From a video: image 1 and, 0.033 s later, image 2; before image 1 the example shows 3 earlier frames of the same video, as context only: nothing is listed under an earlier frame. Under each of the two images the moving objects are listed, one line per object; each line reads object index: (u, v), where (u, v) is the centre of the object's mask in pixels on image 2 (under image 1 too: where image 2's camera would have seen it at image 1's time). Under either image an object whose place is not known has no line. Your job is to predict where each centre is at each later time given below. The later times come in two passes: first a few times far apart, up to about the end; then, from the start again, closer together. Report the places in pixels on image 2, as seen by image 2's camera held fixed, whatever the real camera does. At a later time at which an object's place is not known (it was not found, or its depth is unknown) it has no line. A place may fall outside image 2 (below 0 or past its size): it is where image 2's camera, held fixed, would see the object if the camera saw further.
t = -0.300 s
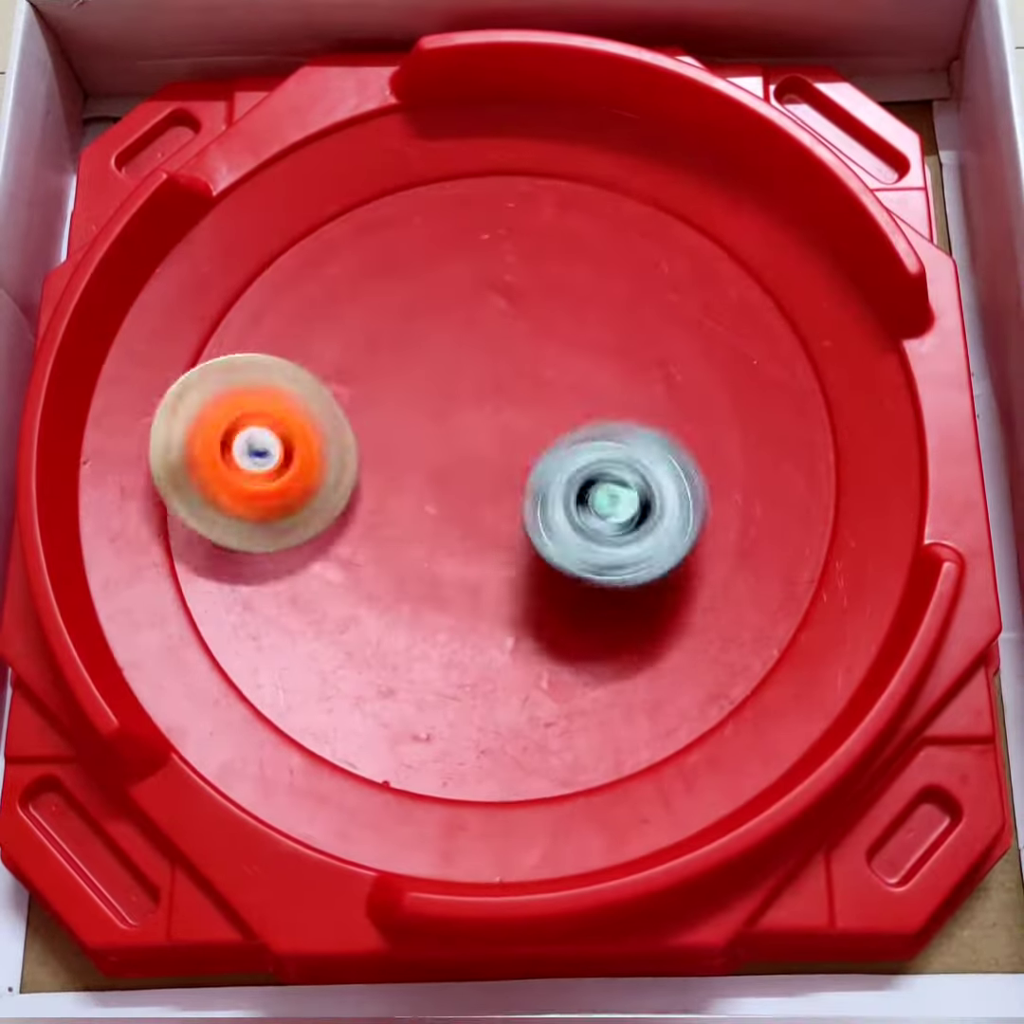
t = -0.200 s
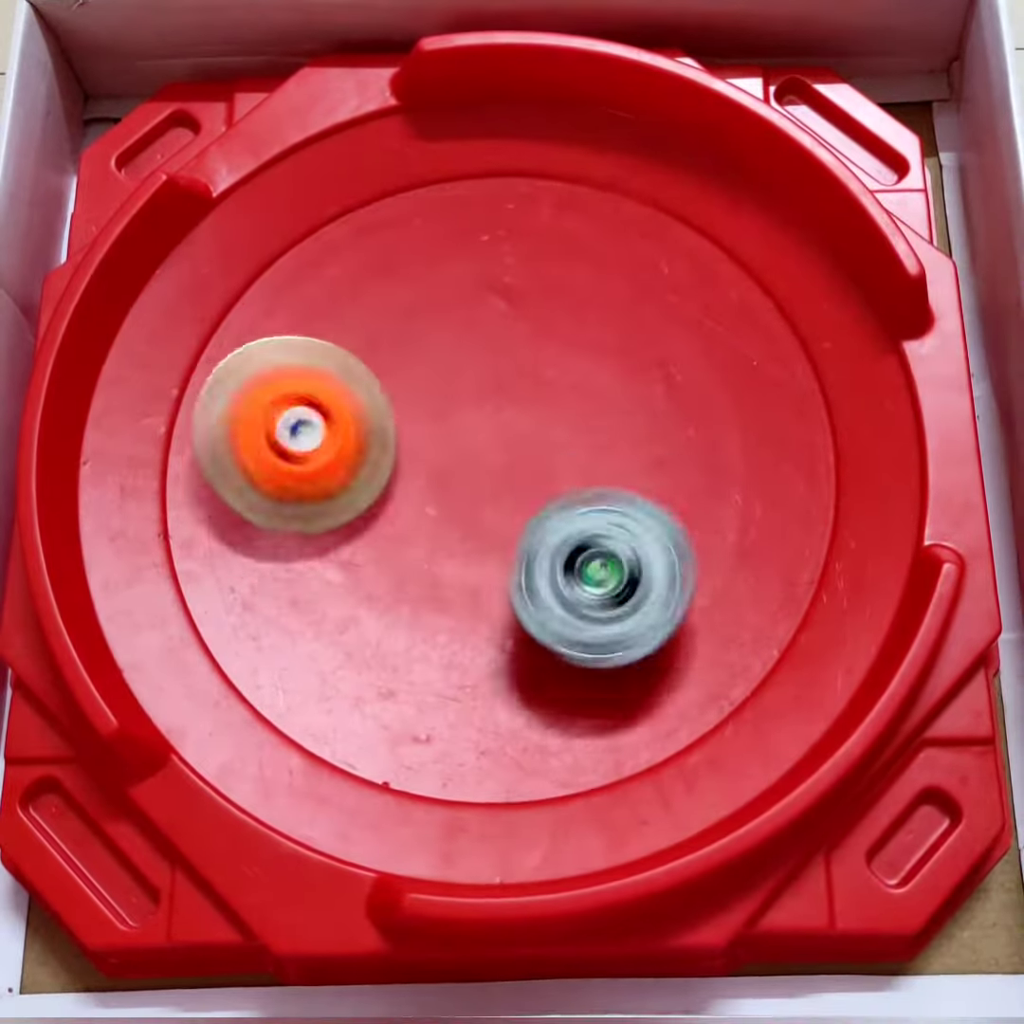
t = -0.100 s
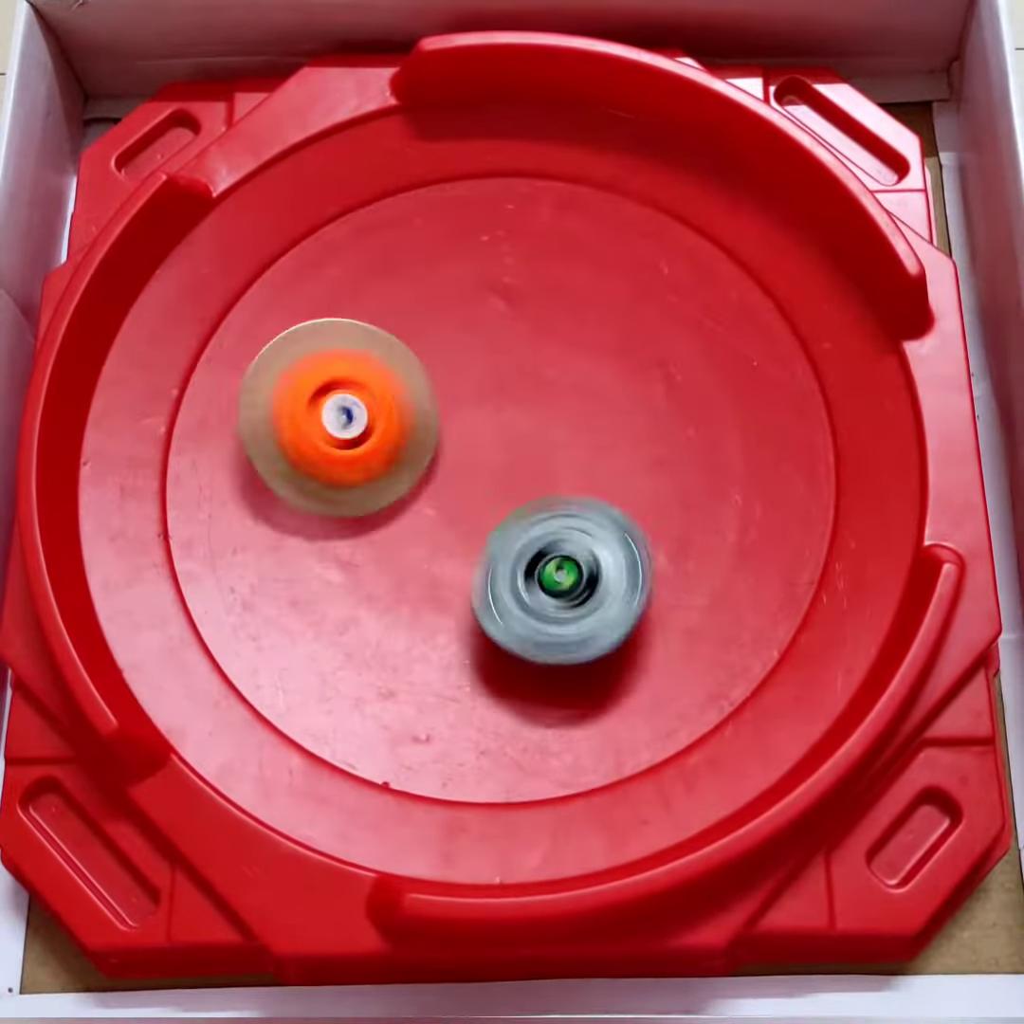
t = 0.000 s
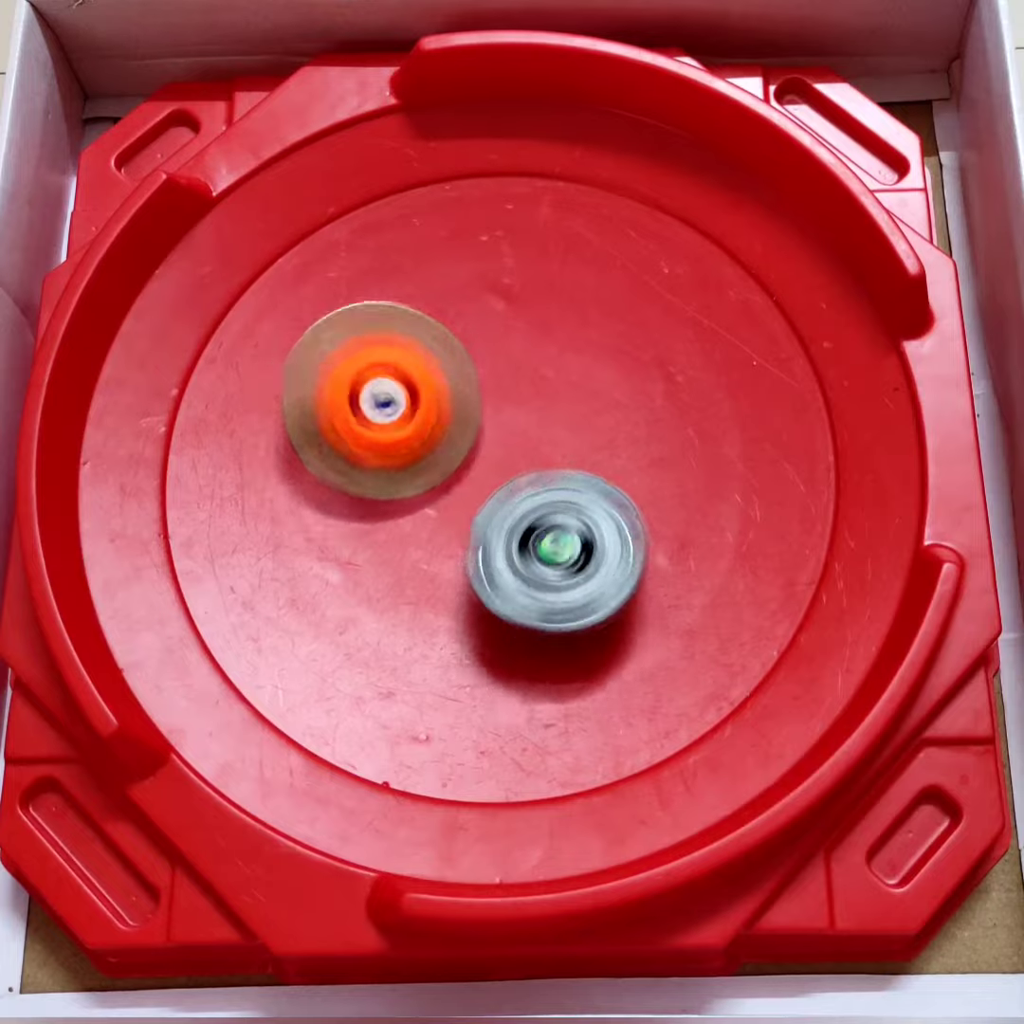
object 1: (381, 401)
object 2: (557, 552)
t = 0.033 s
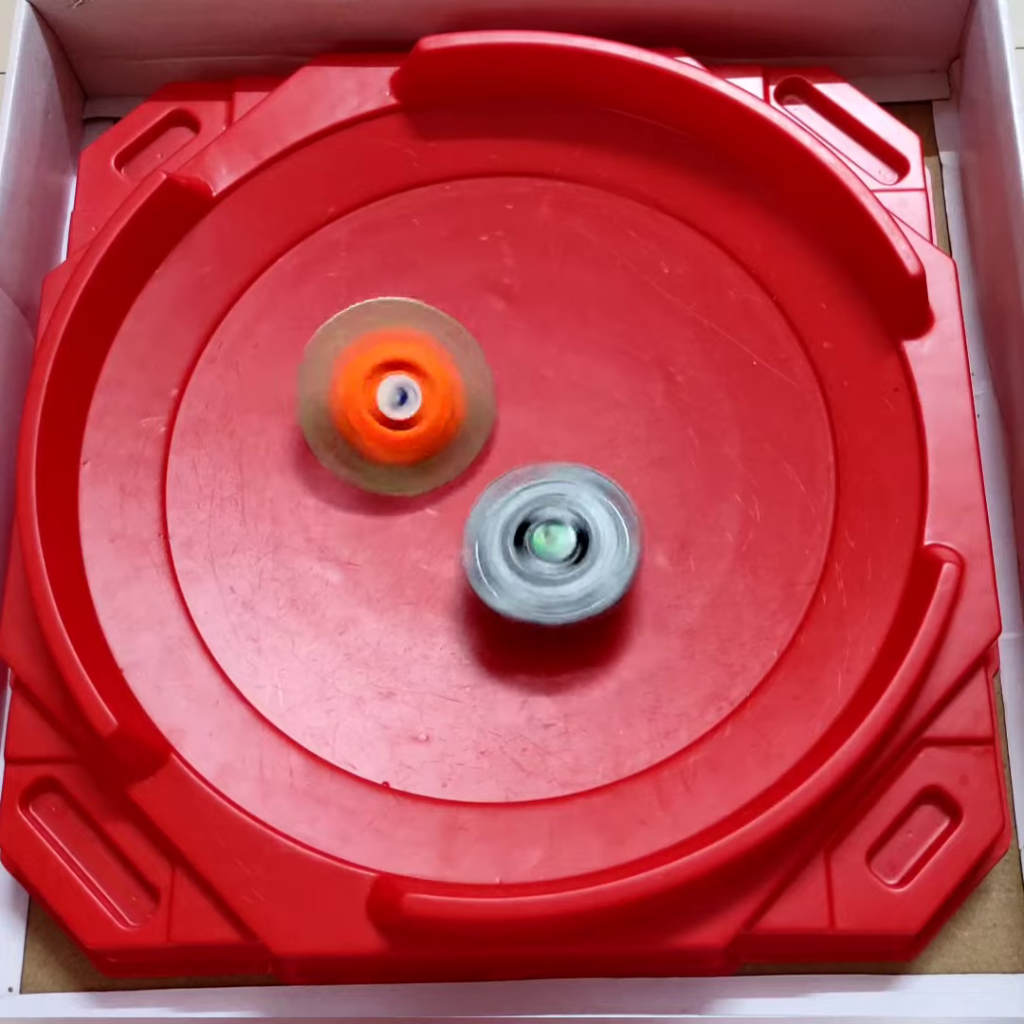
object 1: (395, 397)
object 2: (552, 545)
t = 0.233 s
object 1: (476, 371)
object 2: (537, 517)
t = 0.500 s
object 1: (594, 367)
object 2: (497, 485)
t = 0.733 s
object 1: (651, 413)
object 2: (472, 471)
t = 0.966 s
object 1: (687, 468)
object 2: (462, 463)
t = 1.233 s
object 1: (689, 537)
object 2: (464, 450)
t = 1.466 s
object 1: (655, 592)
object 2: (480, 444)
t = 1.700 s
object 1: (592, 628)
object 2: (505, 446)
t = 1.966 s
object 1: (506, 637)
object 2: (523, 456)
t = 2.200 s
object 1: (428, 613)
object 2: (538, 457)
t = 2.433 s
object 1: (375, 561)
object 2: (525, 473)
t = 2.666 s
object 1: (362, 489)
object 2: (529, 490)
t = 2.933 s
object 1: (402, 413)
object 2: (536, 492)
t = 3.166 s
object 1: (466, 366)
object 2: (531, 504)
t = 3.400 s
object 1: (533, 350)
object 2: (524, 505)
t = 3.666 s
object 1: (608, 363)
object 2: (512, 497)
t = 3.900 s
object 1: (655, 399)
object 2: (497, 480)
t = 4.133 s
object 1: (673, 450)
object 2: (498, 462)
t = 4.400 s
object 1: (658, 516)
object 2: (503, 442)
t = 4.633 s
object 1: (604, 560)
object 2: (496, 413)
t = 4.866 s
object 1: (523, 568)
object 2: (491, 401)
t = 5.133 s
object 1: (443, 540)
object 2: (507, 396)
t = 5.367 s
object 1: (349, 460)
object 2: (662, 375)
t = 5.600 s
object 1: (304, 497)
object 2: (584, 355)
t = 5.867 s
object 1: (379, 531)
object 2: (676, 547)
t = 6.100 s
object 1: (434, 514)
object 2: (654, 547)
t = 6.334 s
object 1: (441, 456)
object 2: (657, 536)
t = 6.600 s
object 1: (423, 488)
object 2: (655, 539)
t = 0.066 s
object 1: (408, 393)
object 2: (548, 538)
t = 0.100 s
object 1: (423, 389)
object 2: (547, 534)
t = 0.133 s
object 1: (437, 384)
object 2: (543, 528)
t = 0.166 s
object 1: (449, 380)
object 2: (542, 525)
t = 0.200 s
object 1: (462, 376)
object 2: (538, 519)
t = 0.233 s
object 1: (476, 371)
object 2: (537, 517)
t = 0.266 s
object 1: (489, 366)
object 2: (533, 512)
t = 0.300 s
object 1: (502, 364)
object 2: (532, 509)
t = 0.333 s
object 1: (516, 361)
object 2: (527, 505)
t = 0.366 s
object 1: (542, 357)
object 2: (521, 497)
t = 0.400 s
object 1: (554, 357)
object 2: (519, 493)
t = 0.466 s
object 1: (582, 361)
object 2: (506, 489)
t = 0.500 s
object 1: (594, 367)
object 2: (497, 485)
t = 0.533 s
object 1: (605, 373)
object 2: (493, 481)
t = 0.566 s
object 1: (614, 380)
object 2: (486, 481)
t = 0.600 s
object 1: (624, 385)
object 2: (483, 476)
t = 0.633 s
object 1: (631, 392)
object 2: (480, 476)
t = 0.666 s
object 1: (638, 399)
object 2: (477, 472)
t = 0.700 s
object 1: (645, 406)
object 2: (475, 474)
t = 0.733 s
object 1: (651, 413)
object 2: (472, 471)
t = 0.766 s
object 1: (657, 420)
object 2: (472, 471)
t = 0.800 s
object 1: (664, 428)
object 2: (468, 470)
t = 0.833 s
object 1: (669, 435)
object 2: (469, 470)
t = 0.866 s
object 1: (675, 443)
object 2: (464, 469)
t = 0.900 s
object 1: (680, 450)
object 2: (465, 467)
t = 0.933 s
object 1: (684, 459)
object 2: (461, 467)
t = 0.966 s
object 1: (687, 468)
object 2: (462, 463)
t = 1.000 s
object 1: (690, 476)
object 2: (460, 463)
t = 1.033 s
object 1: (691, 484)
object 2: (459, 458)
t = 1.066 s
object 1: (693, 494)
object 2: (460, 459)
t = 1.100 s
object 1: (694, 503)
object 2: (459, 455)
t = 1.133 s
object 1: (694, 511)
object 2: (462, 454)
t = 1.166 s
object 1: (693, 520)
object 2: (460, 452)
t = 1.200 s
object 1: (691, 529)
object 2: (465, 450)
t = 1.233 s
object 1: (689, 537)
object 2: (464, 450)
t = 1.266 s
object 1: (686, 546)
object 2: (467, 446)
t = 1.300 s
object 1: (682, 554)
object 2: (469, 448)
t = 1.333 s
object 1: (678, 562)
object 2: (470, 444)
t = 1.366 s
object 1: (673, 570)
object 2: (473, 447)
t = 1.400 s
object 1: (667, 577)
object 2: (473, 444)
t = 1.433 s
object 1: (661, 585)
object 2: (480, 444)
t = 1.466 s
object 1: (655, 592)
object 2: (480, 444)
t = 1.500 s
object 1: (647, 599)
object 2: (486, 444)
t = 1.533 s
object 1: (638, 604)
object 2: (487, 446)
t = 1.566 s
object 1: (631, 611)
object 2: (492, 444)
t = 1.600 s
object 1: (621, 616)
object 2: (496, 447)
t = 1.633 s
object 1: (612, 620)
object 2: (498, 444)
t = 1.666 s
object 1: (602, 624)
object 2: (505, 447)
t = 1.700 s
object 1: (592, 628)
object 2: (505, 446)
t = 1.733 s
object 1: (582, 631)
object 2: (512, 447)
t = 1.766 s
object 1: (571, 633)
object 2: (510, 449)
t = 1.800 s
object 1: (561, 636)
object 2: (515, 447)
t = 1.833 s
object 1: (549, 637)
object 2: (516, 451)
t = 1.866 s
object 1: (538, 637)
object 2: (518, 450)
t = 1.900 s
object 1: (527, 639)
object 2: (520, 454)
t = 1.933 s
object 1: (516, 637)
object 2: (519, 454)
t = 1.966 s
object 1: (506, 637)
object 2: (523, 456)
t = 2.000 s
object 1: (494, 632)
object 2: (521, 460)
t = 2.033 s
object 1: (484, 630)
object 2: (524, 461)
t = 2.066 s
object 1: (472, 629)
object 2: (523, 466)
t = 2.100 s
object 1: (460, 625)
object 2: (524, 462)
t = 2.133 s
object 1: (447, 624)
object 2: (532, 458)
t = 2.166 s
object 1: (438, 618)
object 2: (534, 455)
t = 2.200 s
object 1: (428, 613)
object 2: (538, 457)
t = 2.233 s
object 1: (418, 609)
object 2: (536, 462)
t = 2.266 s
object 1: (411, 601)
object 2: (536, 463)
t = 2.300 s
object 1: (403, 594)
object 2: (534, 468)
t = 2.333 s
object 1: (396, 586)
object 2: (529, 469)
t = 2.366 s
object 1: (389, 578)
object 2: (530, 471)
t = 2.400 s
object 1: (381, 571)
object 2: (525, 473)
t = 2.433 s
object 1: (375, 561)
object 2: (525, 473)
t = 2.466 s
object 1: (369, 551)
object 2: (524, 477)
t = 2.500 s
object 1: (364, 542)
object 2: (523, 478)
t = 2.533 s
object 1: (360, 532)
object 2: (523, 482)
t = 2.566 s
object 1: (358, 521)
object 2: (522, 485)
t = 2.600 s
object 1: (359, 509)
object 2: (527, 487)
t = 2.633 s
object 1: (360, 499)
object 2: (528, 493)
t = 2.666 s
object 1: (362, 489)
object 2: (529, 490)
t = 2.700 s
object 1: (365, 478)
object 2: (533, 492)
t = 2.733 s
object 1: (368, 469)
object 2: (531, 494)
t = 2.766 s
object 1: (372, 459)
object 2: (534, 492)
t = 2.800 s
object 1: (378, 450)
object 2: (535, 496)
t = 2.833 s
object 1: (382, 441)
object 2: (534, 495)
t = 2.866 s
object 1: (387, 432)
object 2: (537, 493)
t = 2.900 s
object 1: (394, 421)
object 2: (536, 496)
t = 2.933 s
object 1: (402, 413)
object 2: (536, 492)
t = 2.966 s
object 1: (410, 404)
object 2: (540, 495)
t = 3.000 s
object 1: (419, 395)
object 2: (535, 497)
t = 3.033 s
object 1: (427, 388)
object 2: (537, 496)
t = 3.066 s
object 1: (437, 383)
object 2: (536, 500)
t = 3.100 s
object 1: (446, 375)
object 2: (533, 499)
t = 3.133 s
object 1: (456, 371)
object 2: (534, 501)
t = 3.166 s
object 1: (466, 366)
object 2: (531, 504)
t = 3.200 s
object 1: (475, 362)
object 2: (530, 501)
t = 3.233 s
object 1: (485, 358)
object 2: (530, 505)
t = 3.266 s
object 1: (495, 355)
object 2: (526, 505)
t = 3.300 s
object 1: (504, 353)
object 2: (527, 504)
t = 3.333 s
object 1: (514, 352)
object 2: (525, 507)
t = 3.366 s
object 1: (523, 350)
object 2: (521, 505)
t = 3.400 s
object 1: (533, 350)
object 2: (524, 505)
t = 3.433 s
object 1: (543, 349)
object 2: (520, 507)
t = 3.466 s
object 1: (553, 349)
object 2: (518, 503)
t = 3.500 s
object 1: (563, 350)
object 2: (519, 505)
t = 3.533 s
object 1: (572, 352)
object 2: (514, 503)
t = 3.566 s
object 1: (582, 354)
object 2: (514, 500)
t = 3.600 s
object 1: (591, 356)
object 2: (514, 502)
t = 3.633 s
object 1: (600, 359)
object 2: (509, 499)
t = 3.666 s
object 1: (608, 363)
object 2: (512, 497)
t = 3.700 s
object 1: (616, 367)
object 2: (509, 499)
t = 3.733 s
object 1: (624, 371)
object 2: (505, 494)
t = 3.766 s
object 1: (631, 377)
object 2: (507, 493)
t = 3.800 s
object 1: (639, 381)
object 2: (502, 492)
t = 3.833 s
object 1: (644, 387)
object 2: (500, 485)
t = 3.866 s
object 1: (650, 393)
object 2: (501, 483)
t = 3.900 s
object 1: (655, 399)
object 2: (497, 480)
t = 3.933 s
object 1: (660, 405)
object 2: (498, 474)
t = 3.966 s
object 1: (664, 412)
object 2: (500, 475)
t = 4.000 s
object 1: (667, 420)
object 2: (495, 471)
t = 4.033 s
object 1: (669, 427)
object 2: (498, 467)
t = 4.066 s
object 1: (672, 434)
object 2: (497, 469)
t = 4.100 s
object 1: (672, 442)
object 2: (494, 464)
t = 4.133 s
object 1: (673, 450)
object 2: (498, 462)
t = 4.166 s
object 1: (673, 458)
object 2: (496, 464)
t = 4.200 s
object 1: (672, 466)
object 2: (496, 458)
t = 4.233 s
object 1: (673, 475)
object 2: (499, 457)
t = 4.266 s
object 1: (670, 483)
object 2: (498, 459)
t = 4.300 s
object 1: (667, 492)
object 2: (499, 454)
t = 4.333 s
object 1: (666, 501)
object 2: (501, 453)
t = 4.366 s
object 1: (662, 508)
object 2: (498, 449)
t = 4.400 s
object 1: (658, 516)
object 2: (503, 442)
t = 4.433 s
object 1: (653, 523)
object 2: (505, 442)
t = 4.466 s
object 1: (648, 530)
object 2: (501, 435)
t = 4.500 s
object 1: (641, 537)
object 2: (505, 430)
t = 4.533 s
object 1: (632, 542)
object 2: (506, 432)
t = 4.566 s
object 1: (624, 549)
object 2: (498, 423)
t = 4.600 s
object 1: (615, 555)
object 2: (497, 414)
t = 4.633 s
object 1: (604, 560)
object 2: (496, 413)
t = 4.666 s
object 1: (592, 564)
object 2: (490, 409)
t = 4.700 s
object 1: (580, 565)
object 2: (492, 402)
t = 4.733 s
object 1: (568, 568)
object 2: (495, 403)
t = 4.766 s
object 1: (556, 568)
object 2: (491, 405)
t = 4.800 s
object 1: (545, 568)
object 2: (490, 400)
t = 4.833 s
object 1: (534, 568)
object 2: (494, 400)
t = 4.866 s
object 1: (523, 568)
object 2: (491, 401)
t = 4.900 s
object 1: (511, 566)
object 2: (490, 397)
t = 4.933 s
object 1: (500, 563)
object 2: (493, 398)
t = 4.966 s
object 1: (490, 560)
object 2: (491, 401)
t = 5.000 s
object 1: (481, 558)
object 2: (491, 394)
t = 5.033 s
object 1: (472, 554)
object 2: (495, 395)
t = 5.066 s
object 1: (463, 549)
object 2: (495, 398)
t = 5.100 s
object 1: (454, 543)
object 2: (501, 393)
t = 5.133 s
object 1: (443, 540)
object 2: (507, 396)
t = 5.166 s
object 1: (435, 531)
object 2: (513, 398)
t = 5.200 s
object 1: (427, 522)
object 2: (523, 398)
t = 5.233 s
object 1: (424, 514)
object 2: (532, 402)
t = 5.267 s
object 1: (406, 500)
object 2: (564, 400)
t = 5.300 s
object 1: (385, 489)
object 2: (599, 393)
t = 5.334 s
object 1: (367, 473)
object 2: (633, 389)
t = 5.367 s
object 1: (349, 460)
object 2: (662, 375)
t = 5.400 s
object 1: (331, 449)
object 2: (682, 363)
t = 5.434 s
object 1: (314, 445)
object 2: (691, 350)
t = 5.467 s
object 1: (299, 445)
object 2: (687, 336)
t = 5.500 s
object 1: (290, 454)
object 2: (671, 328)
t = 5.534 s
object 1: (287, 467)
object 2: (645, 328)
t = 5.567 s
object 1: (292, 479)
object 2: (615, 338)
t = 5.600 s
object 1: (304, 497)
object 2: (584, 355)
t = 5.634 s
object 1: (322, 511)
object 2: (557, 382)
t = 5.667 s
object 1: (348, 522)
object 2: (537, 411)
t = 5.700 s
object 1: (374, 531)
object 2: (532, 438)
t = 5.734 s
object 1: (368, 528)
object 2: (571, 463)
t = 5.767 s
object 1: (364, 526)
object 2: (613, 495)
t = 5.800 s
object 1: (368, 526)
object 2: (643, 520)
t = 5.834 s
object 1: (372, 528)
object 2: (666, 541)
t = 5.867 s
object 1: (379, 531)
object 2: (676, 547)
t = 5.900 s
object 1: (382, 533)
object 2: (683, 555)
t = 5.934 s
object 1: (385, 534)
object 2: (682, 560)
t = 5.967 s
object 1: (391, 533)
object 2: (677, 561)
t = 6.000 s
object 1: (402, 531)
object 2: (672, 559)
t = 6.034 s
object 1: (410, 528)
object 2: (665, 553)
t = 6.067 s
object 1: (421, 520)
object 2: (658, 548)
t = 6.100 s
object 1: (434, 514)
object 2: (654, 547)
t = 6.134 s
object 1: (443, 507)
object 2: (652, 545)
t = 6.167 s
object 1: (451, 496)
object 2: (651, 544)
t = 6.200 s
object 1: (455, 485)
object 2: (652, 541)
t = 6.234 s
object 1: (456, 475)
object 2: (654, 539)
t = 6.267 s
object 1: (454, 465)
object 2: (655, 538)
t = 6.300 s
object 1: (447, 459)
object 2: (656, 537)
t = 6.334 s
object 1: (441, 456)
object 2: (657, 536)
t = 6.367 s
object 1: (434, 456)
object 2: (658, 535)
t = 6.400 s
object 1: (428, 459)
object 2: (659, 535)
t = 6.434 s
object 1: (423, 463)
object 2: (659, 535)
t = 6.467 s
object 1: (420, 468)
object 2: (659, 536)
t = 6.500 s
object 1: (419, 473)
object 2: (659, 535)
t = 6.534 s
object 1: (418, 478)
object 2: (658, 536)
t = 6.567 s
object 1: (420, 483)
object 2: (656, 537)
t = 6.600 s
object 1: (423, 488)
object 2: (655, 539)
